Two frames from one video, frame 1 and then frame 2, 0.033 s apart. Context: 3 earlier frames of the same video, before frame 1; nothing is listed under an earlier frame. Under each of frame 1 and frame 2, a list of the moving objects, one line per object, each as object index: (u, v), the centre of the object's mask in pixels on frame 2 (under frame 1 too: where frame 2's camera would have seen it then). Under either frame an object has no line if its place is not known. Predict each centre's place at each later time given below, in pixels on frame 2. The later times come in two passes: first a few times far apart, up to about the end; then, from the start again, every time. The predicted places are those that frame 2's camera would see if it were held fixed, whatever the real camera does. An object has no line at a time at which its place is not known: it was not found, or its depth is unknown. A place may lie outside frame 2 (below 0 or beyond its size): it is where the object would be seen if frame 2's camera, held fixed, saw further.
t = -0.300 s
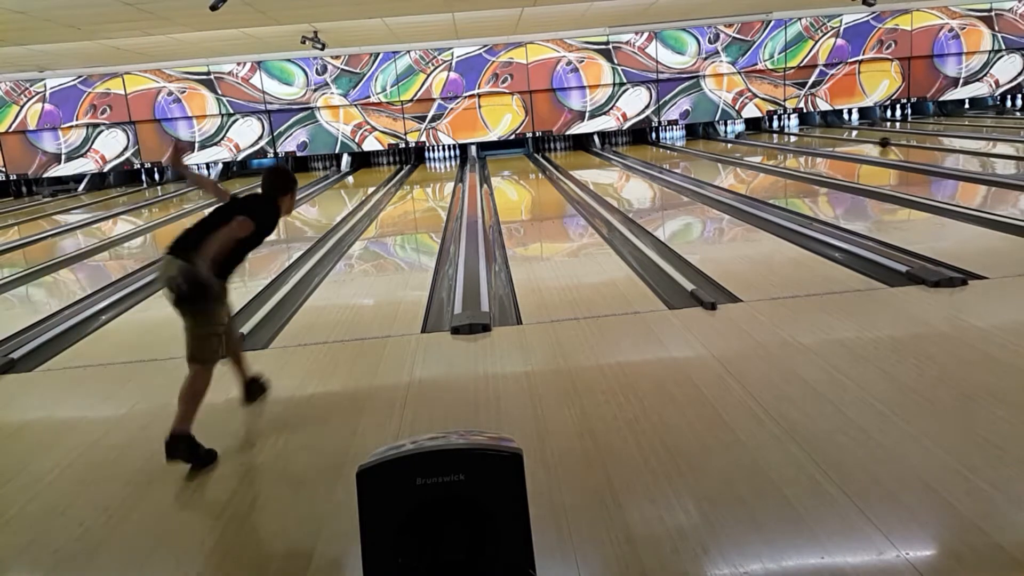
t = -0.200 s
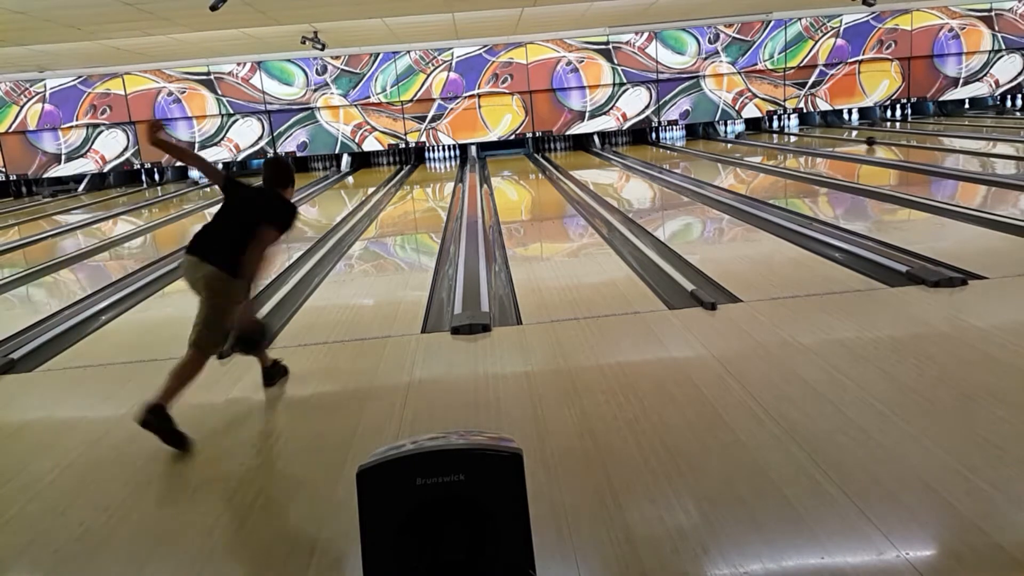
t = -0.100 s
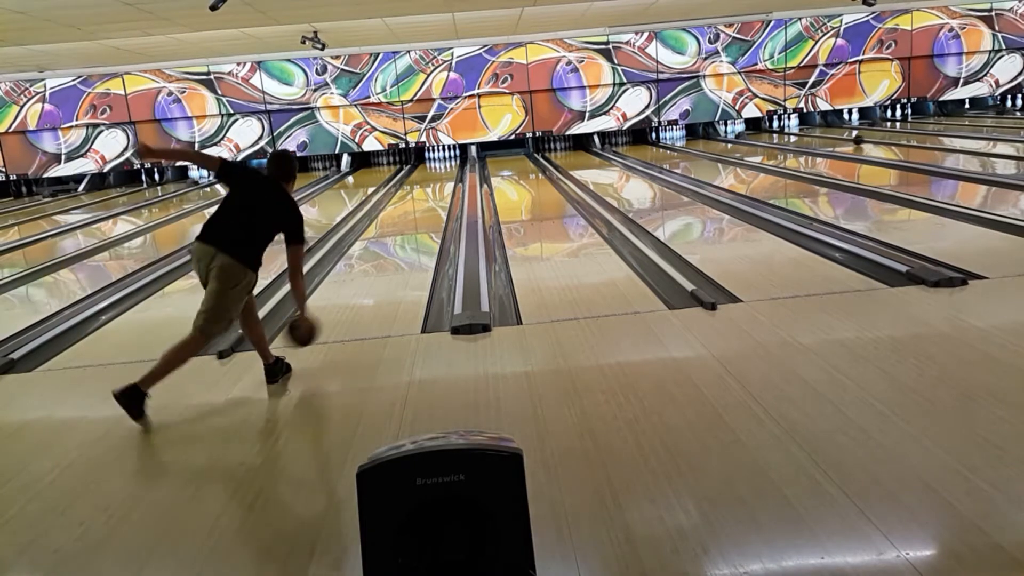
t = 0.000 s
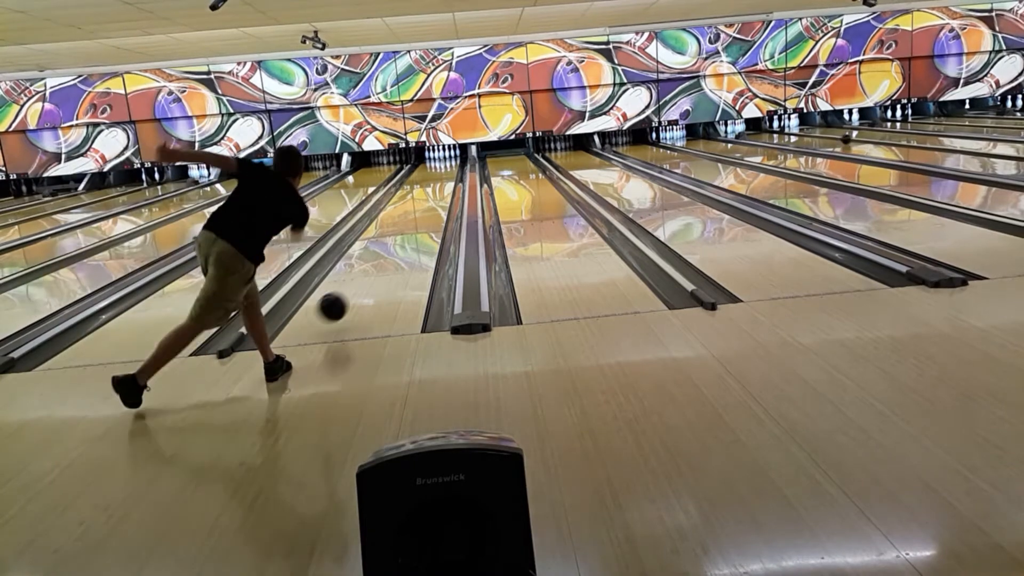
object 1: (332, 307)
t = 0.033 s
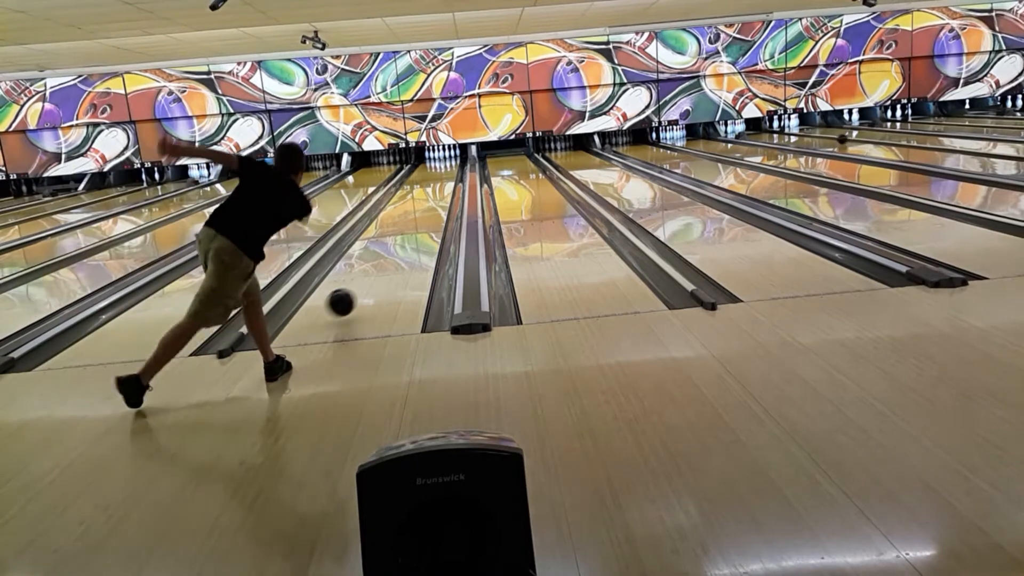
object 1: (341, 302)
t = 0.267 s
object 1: (381, 259)
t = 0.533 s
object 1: (409, 227)
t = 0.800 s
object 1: (426, 205)
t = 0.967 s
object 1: (433, 195)
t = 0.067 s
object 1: (349, 299)
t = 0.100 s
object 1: (355, 290)
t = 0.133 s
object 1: (361, 283)
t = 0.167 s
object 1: (367, 277)
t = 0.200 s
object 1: (372, 271)
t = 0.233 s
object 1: (377, 265)
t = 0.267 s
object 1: (381, 259)
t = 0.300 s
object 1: (386, 254)
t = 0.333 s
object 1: (389, 250)
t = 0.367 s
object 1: (393, 245)
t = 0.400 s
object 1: (397, 241)
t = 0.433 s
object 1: (400, 237)
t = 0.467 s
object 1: (403, 233)
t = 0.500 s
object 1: (406, 230)
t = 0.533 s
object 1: (409, 227)
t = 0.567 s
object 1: (411, 224)
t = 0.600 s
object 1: (414, 221)
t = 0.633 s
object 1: (416, 218)
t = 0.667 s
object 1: (418, 215)
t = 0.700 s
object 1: (420, 213)
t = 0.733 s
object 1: (422, 210)
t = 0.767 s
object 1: (424, 208)
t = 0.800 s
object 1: (426, 205)
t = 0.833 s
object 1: (427, 203)
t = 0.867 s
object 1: (429, 201)
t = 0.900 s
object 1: (431, 199)
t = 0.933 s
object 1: (432, 197)
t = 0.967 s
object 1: (433, 195)
